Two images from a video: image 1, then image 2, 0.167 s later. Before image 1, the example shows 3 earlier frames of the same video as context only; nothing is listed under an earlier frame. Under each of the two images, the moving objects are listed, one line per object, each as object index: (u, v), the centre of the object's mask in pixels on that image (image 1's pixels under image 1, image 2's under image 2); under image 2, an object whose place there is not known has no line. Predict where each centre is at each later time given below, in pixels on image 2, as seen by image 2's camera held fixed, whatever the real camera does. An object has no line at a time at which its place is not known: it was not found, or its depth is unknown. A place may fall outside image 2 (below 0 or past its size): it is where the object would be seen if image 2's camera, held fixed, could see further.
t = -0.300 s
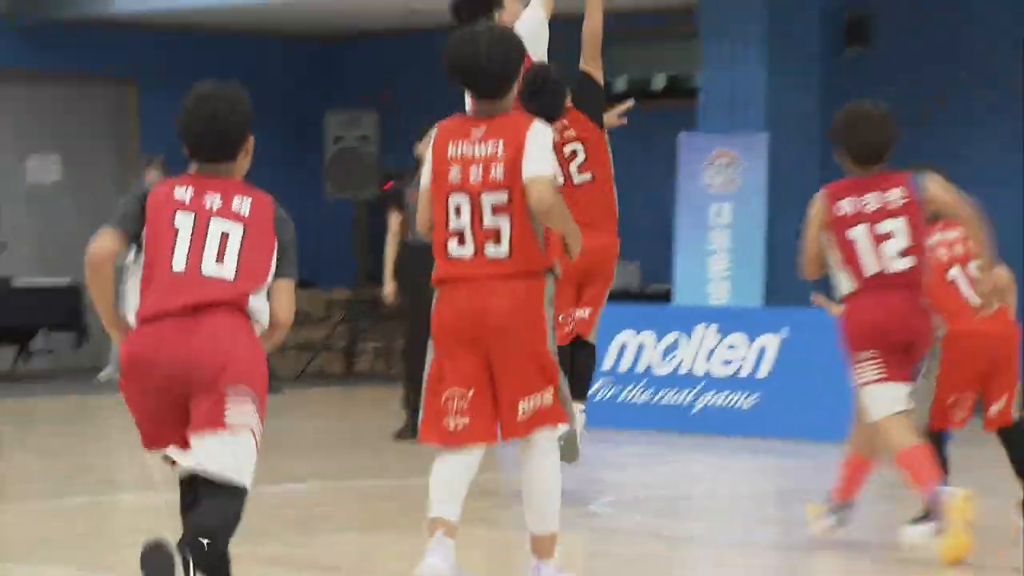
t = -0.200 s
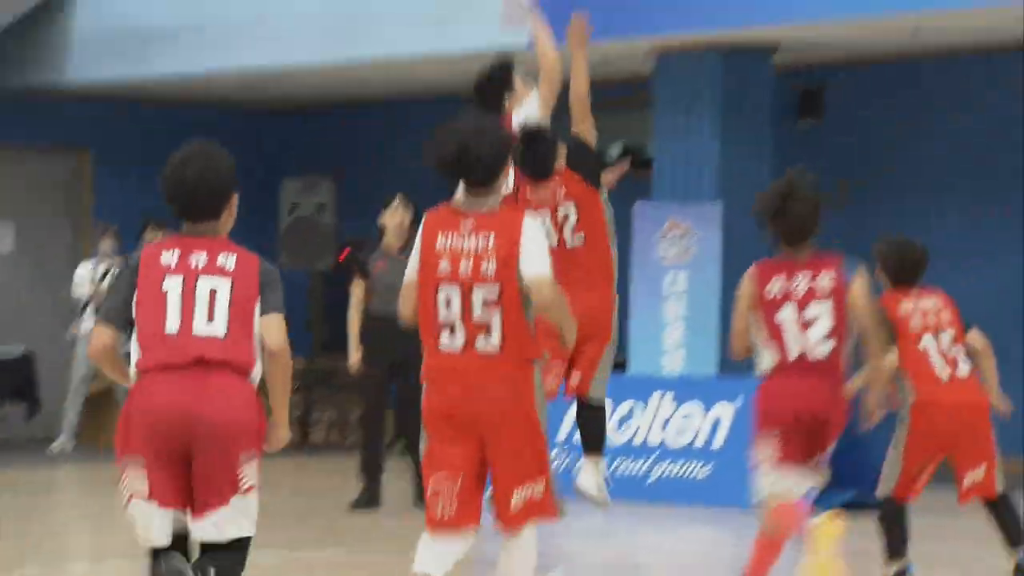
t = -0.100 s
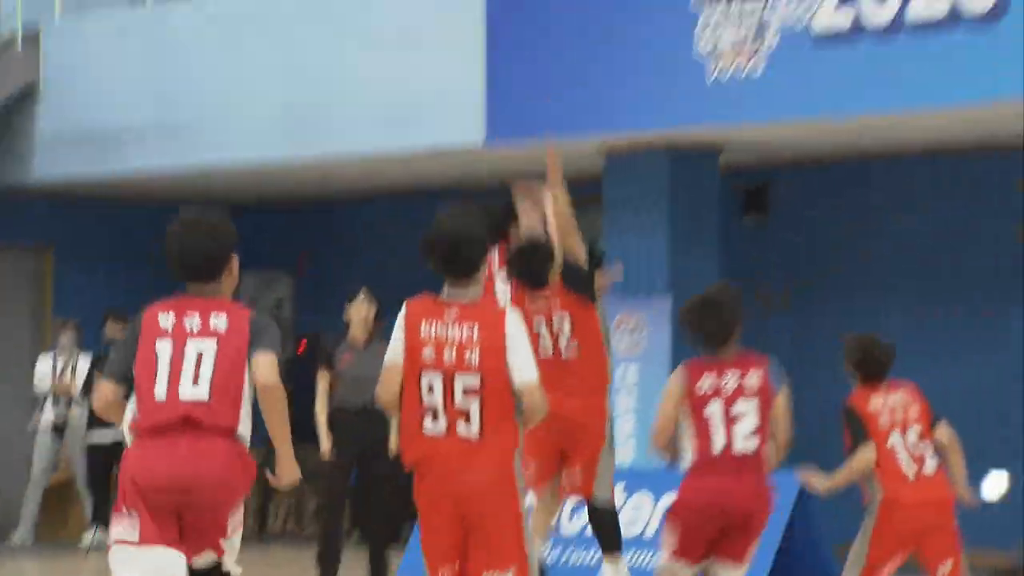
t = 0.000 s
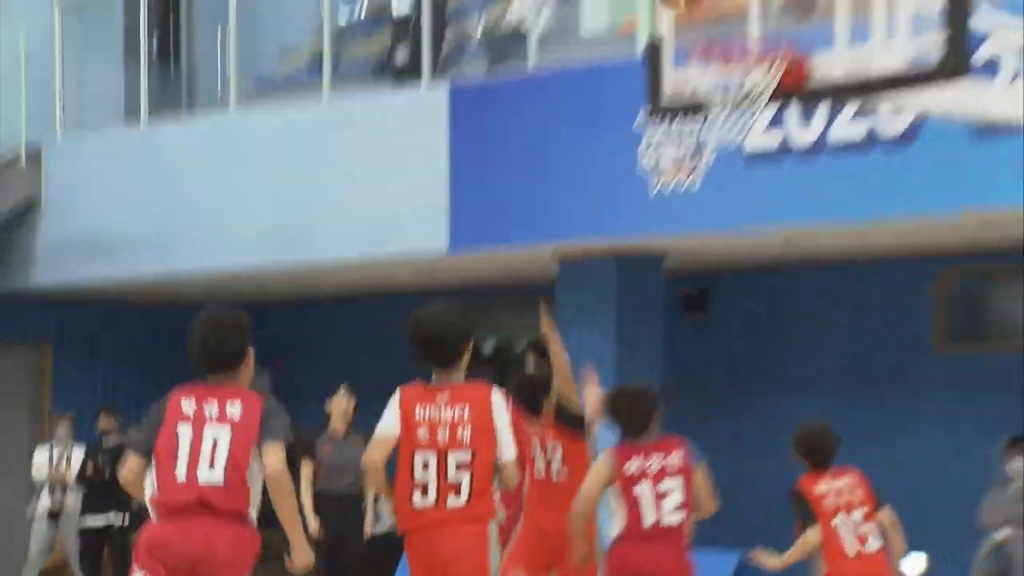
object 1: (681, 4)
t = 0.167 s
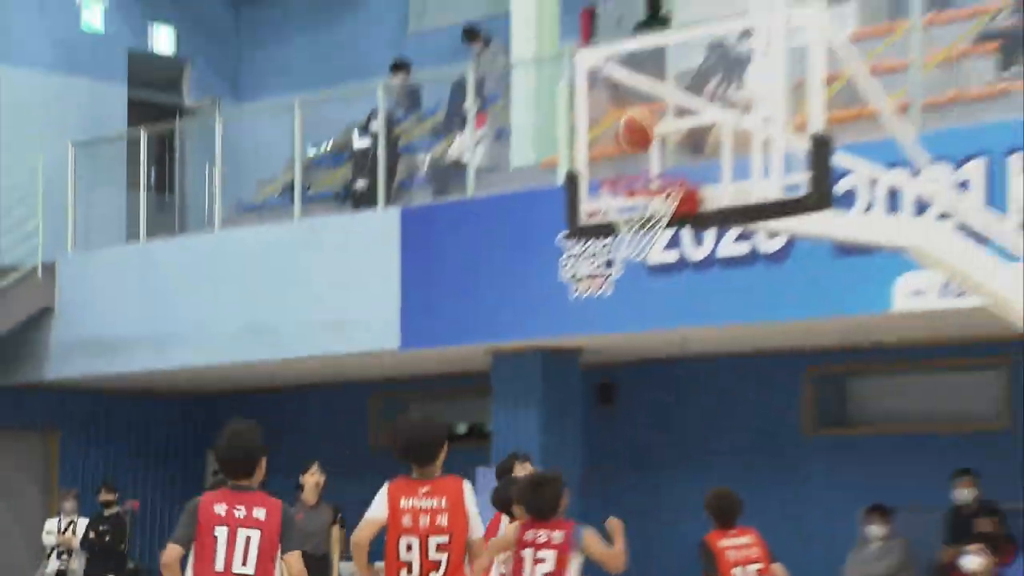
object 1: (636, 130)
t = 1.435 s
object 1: (627, 283)
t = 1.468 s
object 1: (628, 299)
